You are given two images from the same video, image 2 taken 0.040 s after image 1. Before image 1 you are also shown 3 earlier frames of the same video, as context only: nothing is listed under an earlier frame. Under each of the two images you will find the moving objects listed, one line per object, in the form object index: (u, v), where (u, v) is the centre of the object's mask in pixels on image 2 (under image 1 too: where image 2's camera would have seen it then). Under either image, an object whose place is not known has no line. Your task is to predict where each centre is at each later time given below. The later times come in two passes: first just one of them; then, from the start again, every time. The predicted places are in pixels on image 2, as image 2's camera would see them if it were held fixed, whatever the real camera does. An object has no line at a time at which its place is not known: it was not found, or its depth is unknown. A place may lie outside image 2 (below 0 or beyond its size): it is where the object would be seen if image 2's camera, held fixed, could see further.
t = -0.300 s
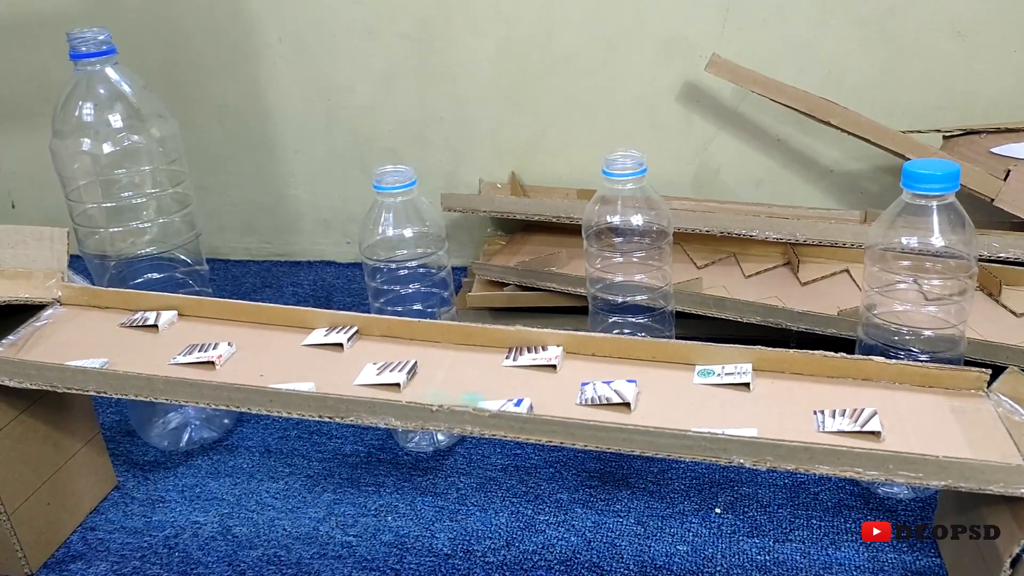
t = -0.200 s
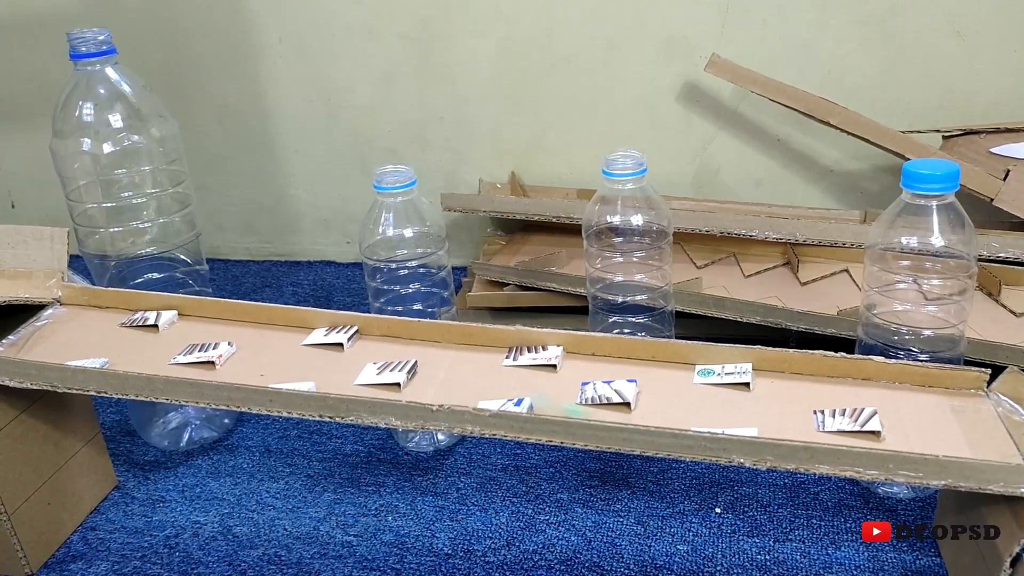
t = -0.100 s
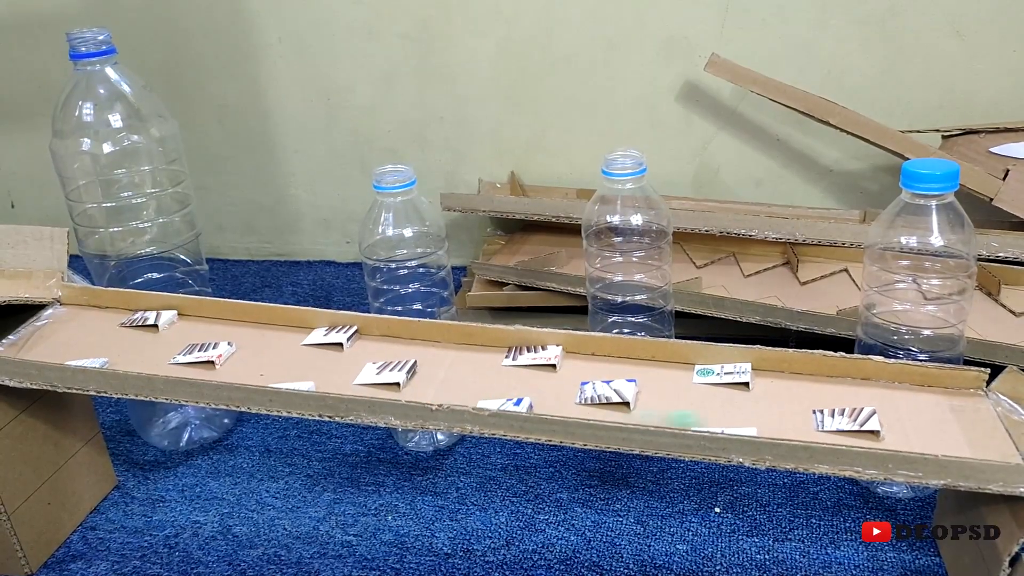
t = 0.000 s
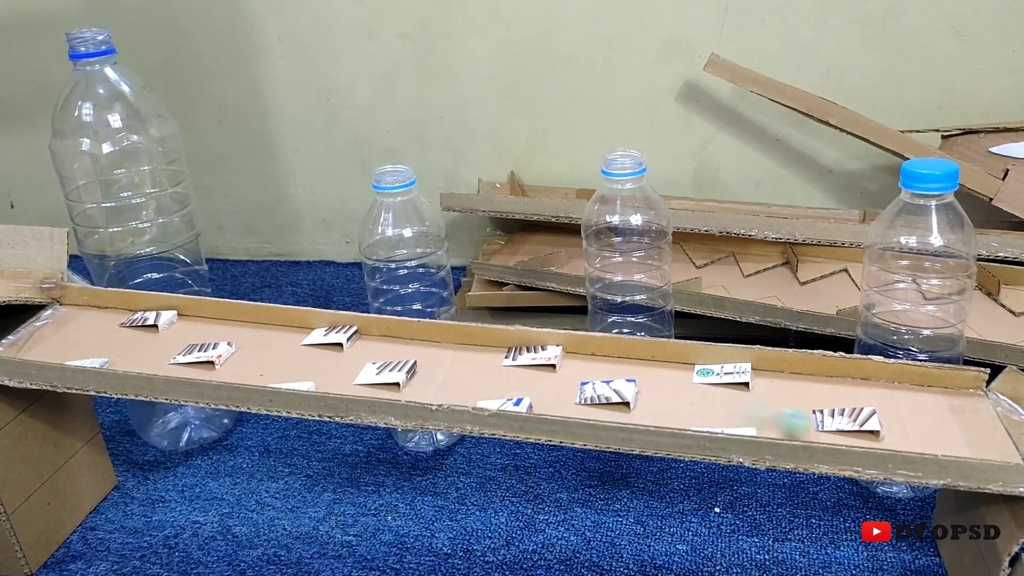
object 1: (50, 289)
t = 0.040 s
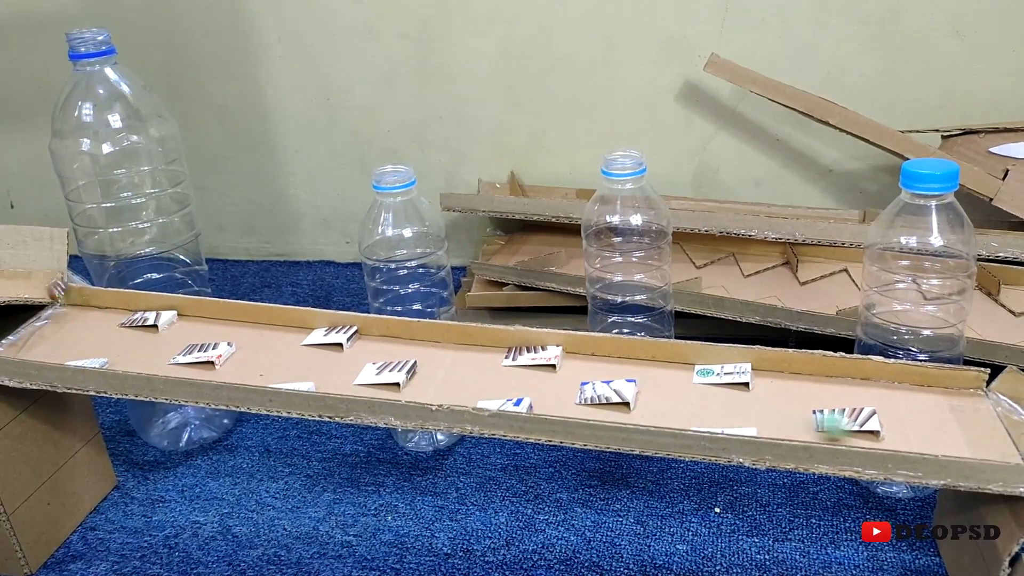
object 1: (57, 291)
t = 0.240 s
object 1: (164, 346)
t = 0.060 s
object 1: (63, 299)
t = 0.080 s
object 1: (73, 310)
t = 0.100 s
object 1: (88, 318)
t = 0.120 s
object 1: (96, 323)
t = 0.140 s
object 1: (105, 325)
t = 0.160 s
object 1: (113, 329)
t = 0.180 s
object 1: (123, 335)
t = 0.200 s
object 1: (140, 339)
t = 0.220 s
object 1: (153, 342)
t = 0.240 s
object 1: (164, 346)
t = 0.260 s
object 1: (170, 347)
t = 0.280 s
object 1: (183, 348)
